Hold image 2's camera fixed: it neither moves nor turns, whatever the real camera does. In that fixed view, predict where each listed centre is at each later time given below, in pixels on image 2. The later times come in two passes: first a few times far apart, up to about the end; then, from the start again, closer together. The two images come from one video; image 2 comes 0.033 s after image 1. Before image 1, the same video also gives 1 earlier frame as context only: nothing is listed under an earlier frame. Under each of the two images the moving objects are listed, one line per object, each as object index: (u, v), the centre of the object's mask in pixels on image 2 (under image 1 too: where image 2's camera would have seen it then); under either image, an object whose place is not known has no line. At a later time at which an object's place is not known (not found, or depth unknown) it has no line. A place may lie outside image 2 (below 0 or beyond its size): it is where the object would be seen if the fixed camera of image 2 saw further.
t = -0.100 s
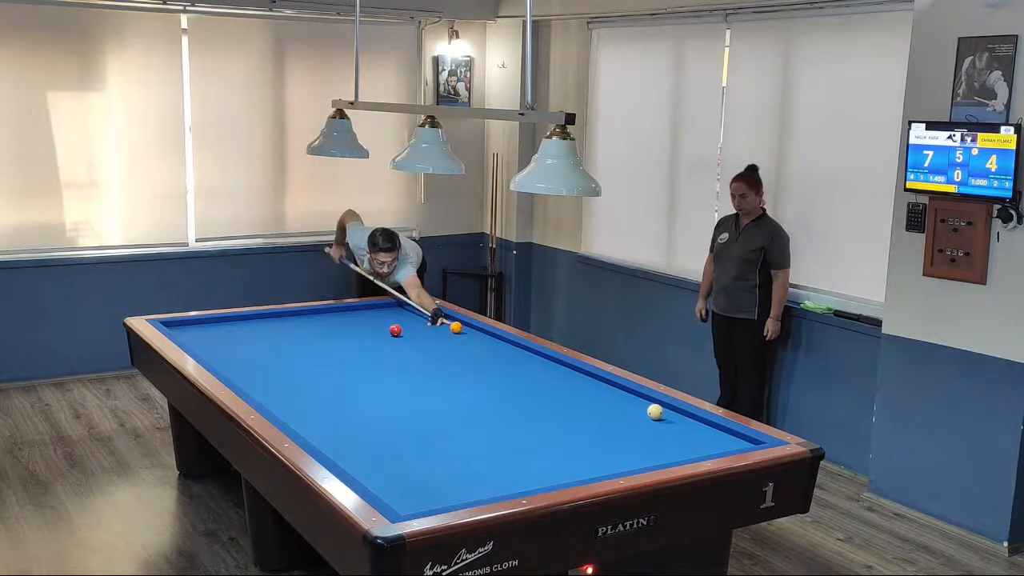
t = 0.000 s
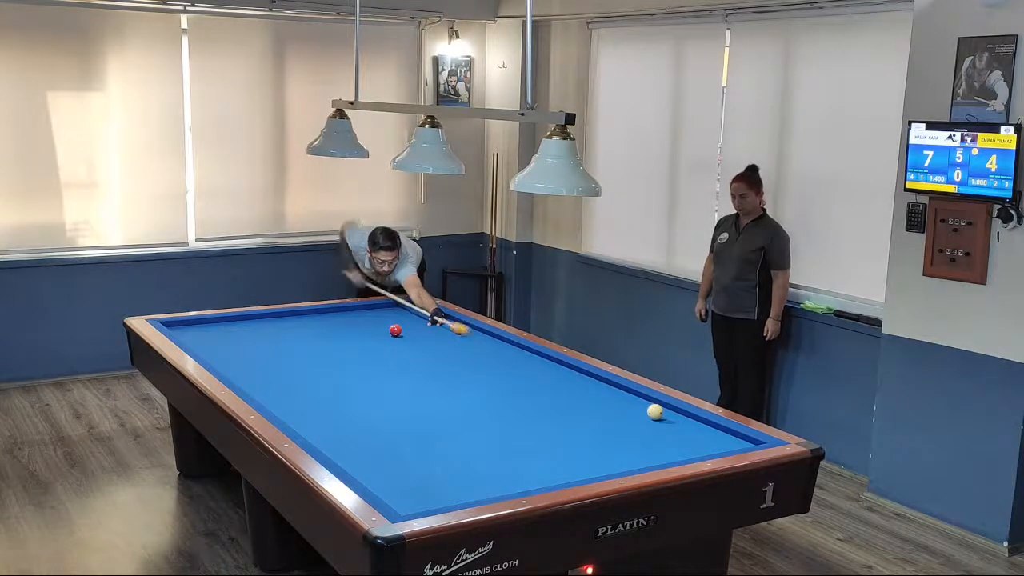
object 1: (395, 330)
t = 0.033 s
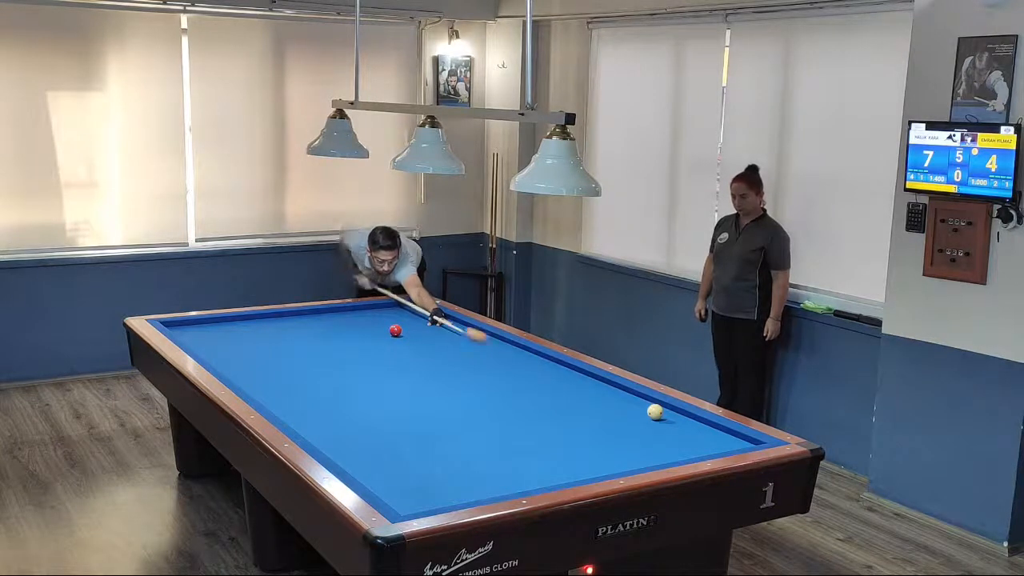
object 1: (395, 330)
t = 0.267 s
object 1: (395, 330)
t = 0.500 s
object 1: (395, 330)
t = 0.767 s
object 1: (395, 330)
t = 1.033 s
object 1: (395, 330)
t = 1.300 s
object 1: (395, 330)
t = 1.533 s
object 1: (395, 330)
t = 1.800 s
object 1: (395, 330)
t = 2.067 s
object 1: (395, 330)
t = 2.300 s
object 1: (395, 330)
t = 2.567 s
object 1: (395, 330)
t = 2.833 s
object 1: (402, 327)
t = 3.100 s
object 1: (414, 321)
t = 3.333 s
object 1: (426, 314)
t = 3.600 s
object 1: (421, 309)
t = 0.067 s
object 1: (395, 330)
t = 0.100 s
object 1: (395, 330)
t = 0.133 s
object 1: (395, 330)
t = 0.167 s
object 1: (395, 330)
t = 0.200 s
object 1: (395, 330)
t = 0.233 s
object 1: (395, 330)
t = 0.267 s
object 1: (395, 330)
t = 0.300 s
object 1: (395, 330)
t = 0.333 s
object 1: (395, 330)
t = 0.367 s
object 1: (395, 330)
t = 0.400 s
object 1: (395, 330)
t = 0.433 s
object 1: (395, 330)
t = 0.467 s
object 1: (395, 330)
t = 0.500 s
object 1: (395, 330)
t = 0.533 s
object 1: (395, 330)
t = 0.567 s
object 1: (395, 330)
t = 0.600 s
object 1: (395, 330)
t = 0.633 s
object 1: (395, 330)
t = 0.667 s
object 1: (395, 330)
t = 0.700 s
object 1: (395, 330)
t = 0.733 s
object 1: (395, 330)
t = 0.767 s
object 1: (395, 330)
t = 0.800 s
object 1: (395, 330)
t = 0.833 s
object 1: (395, 330)
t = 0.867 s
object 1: (395, 330)
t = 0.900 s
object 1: (395, 330)
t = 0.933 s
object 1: (395, 330)
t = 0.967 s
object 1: (395, 330)
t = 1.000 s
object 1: (395, 330)
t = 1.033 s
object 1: (395, 330)
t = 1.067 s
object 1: (395, 330)
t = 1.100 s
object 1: (395, 330)
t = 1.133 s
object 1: (395, 330)
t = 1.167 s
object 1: (395, 330)
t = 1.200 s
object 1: (395, 330)
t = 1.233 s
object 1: (395, 330)
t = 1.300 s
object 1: (395, 330)
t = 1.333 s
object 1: (395, 330)
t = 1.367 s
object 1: (395, 330)
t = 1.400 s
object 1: (395, 330)
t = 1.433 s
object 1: (395, 330)
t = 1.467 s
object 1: (395, 330)
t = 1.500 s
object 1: (395, 330)
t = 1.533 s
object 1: (395, 330)
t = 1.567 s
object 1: (395, 330)
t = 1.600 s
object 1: (395, 330)
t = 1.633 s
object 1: (395, 330)
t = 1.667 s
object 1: (395, 330)
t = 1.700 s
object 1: (395, 330)
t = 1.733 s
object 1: (395, 330)
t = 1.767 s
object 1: (395, 330)
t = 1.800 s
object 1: (395, 330)
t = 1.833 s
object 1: (395, 330)
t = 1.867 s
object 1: (395, 330)
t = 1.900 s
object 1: (395, 330)
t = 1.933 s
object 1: (395, 330)
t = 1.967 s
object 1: (395, 330)
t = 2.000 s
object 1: (395, 330)
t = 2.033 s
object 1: (395, 330)
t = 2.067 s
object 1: (395, 330)
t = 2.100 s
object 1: (395, 330)
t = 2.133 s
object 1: (395, 330)
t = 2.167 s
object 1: (395, 330)
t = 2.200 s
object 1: (395, 330)
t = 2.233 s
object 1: (395, 330)
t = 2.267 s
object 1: (395, 330)
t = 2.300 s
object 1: (395, 330)
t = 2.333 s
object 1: (395, 330)
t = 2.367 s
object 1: (395, 330)
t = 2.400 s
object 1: (395, 330)
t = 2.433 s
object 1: (395, 330)
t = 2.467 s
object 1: (395, 330)
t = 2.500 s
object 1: (395, 330)
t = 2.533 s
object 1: (395, 330)
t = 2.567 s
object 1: (395, 330)
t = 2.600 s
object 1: (395, 330)
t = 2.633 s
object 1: (395, 330)
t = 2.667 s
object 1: (396, 330)
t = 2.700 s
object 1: (396, 330)
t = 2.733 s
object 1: (397, 329)
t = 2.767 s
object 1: (398, 329)
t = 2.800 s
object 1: (400, 328)
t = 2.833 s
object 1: (402, 327)
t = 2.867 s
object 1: (403, 326)
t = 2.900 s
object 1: (405, 325)
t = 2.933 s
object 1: (407, 324)
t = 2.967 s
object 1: (408, 324)
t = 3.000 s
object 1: (410, 322)
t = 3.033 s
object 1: (411, 322)
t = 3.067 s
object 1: (414, 321)
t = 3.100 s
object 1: (414, 321)
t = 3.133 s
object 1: (416, 319)
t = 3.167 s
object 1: (418, 318)
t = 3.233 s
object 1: (422, 316)
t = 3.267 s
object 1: (423, 315)
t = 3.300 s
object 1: (424, 315)
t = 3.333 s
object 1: (426, 314)
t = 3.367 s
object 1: (428, 313)
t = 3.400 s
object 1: (428, 313)
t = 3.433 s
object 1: (430, 311)
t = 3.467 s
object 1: (430, 311)
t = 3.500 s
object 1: (428, 311)
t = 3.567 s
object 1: (423, 310)
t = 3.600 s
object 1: (421, 309)
